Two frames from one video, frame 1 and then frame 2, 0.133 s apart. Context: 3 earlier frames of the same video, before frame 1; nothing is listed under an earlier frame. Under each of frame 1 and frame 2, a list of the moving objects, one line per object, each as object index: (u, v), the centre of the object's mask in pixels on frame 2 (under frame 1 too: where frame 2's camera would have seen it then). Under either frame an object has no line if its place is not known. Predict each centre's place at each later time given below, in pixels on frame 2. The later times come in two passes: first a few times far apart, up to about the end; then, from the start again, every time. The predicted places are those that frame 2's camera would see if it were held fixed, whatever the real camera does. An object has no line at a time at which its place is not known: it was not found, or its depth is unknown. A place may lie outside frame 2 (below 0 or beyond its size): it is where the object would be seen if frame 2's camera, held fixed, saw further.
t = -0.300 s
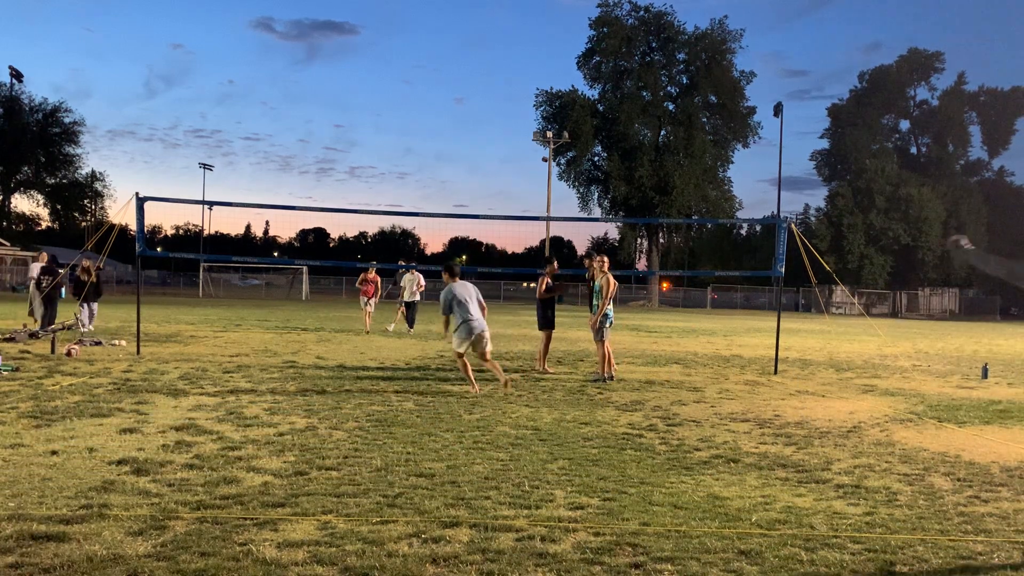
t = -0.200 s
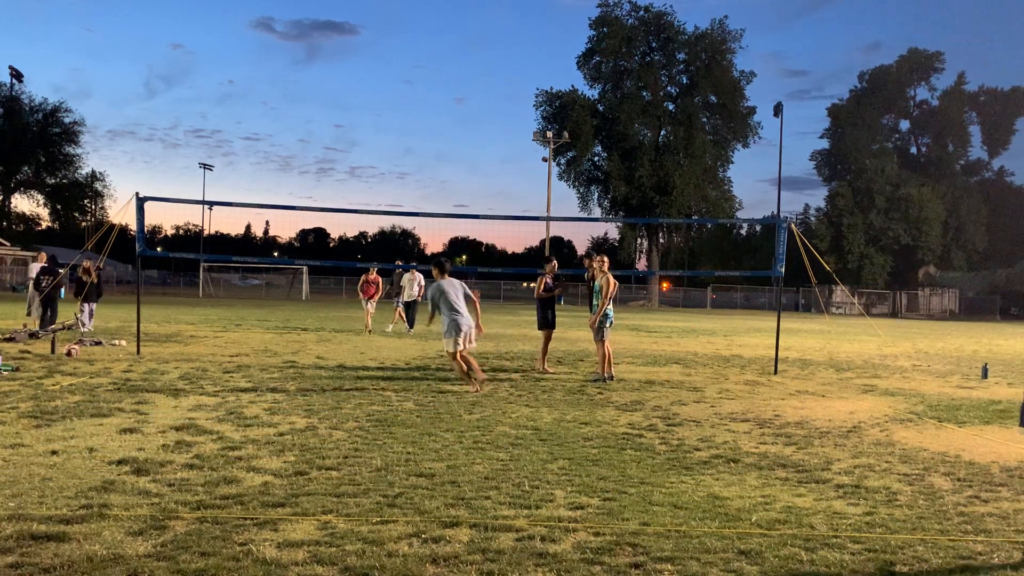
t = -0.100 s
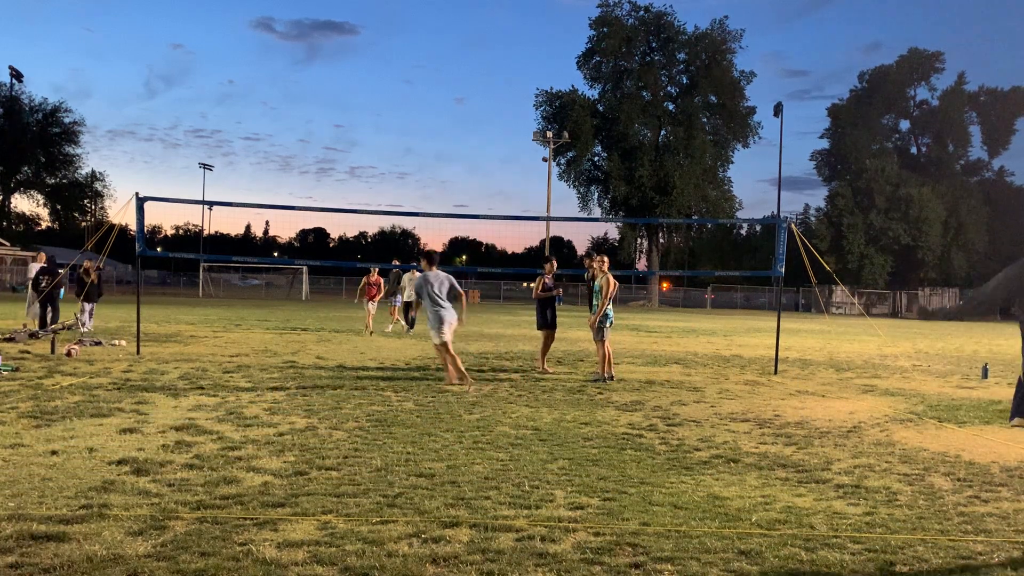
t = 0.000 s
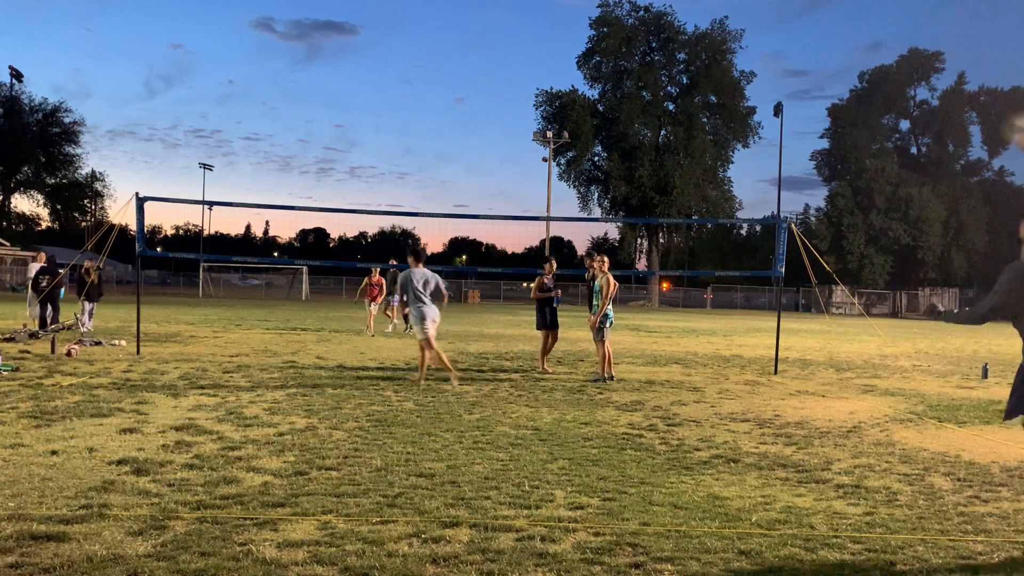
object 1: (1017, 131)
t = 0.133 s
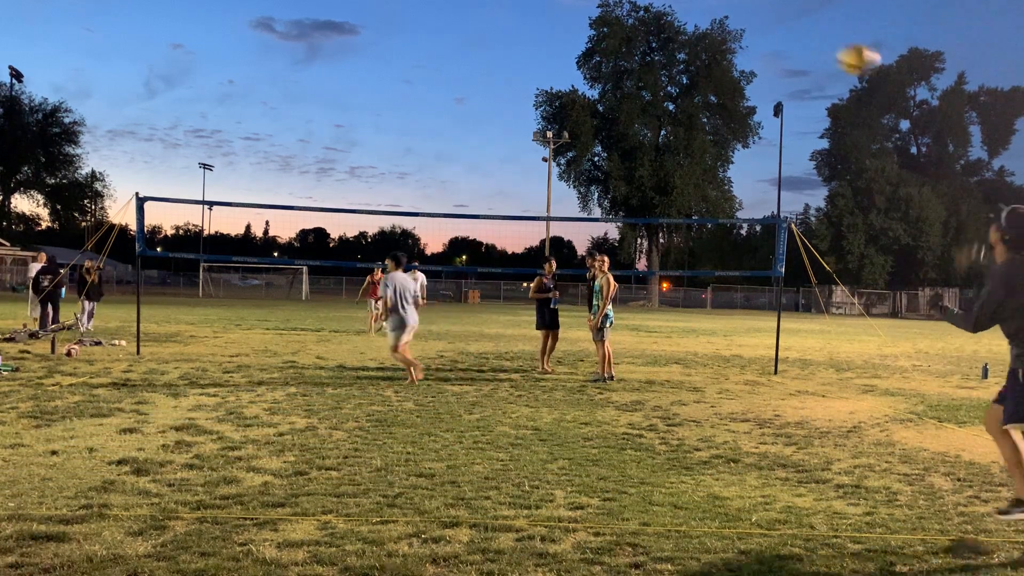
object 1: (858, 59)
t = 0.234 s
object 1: (773, 35)
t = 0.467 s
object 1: (647, 38)
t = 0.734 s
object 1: (567, 80)
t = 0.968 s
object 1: (521, 139)
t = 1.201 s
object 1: (489, 206)
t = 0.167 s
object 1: (826, 49)
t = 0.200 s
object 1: (798, 41)
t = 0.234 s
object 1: (773, 35)
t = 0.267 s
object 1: (749, 32)
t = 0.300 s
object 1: (728, 31)
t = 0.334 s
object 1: (709, 30)
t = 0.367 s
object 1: (691, 31)
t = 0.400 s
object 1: (676, 32)
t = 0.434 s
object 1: (661, 34)
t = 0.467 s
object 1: (647, 38)
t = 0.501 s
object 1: (635, 41)
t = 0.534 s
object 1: (623, 45)
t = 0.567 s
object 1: (612, 49)
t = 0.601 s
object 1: (602, 55)
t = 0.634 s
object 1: (593, 60)
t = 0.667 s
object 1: (584, 66)
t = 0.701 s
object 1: (575, 73)
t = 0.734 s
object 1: (567, 80)
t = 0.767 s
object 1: (559, 88)
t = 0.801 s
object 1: (553, 96)
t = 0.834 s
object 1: (546, 103)
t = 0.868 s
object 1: (540, 111)
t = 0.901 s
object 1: (534, 120)
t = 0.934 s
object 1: (527, 130)
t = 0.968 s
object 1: (521, 139)
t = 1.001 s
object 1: (516, 148)
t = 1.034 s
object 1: (511, 157)
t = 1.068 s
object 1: (506, 167)
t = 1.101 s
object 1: (501, 176)
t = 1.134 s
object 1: (497, 186)
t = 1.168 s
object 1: (493, 196)
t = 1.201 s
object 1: (489, 206)
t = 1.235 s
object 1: (485, 213)
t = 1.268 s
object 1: (481, 226)
